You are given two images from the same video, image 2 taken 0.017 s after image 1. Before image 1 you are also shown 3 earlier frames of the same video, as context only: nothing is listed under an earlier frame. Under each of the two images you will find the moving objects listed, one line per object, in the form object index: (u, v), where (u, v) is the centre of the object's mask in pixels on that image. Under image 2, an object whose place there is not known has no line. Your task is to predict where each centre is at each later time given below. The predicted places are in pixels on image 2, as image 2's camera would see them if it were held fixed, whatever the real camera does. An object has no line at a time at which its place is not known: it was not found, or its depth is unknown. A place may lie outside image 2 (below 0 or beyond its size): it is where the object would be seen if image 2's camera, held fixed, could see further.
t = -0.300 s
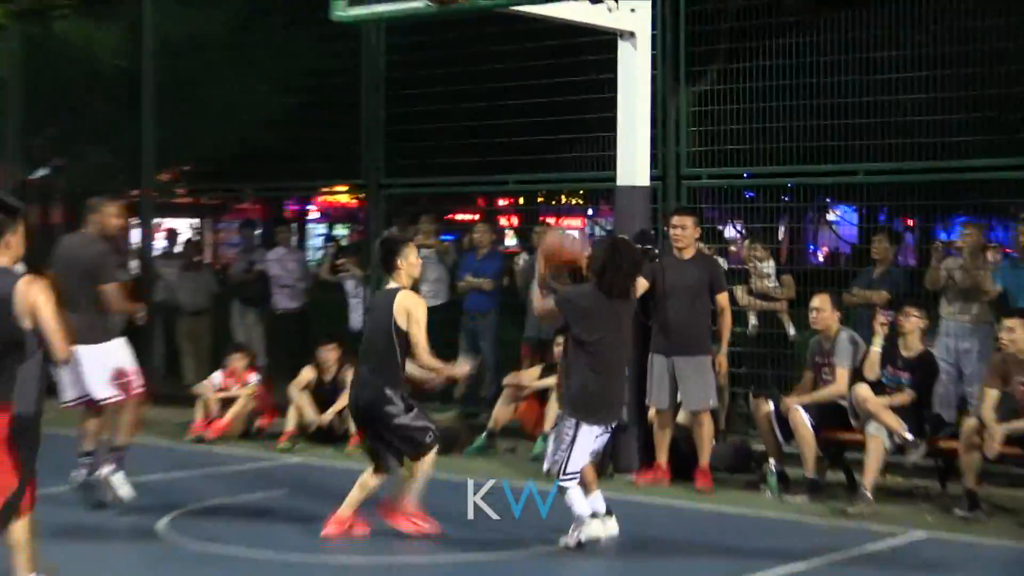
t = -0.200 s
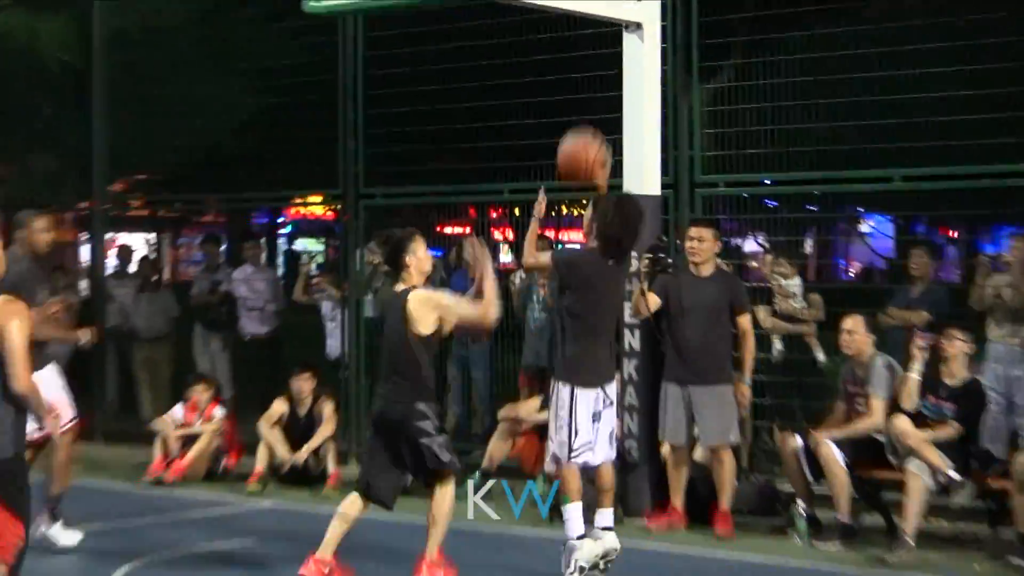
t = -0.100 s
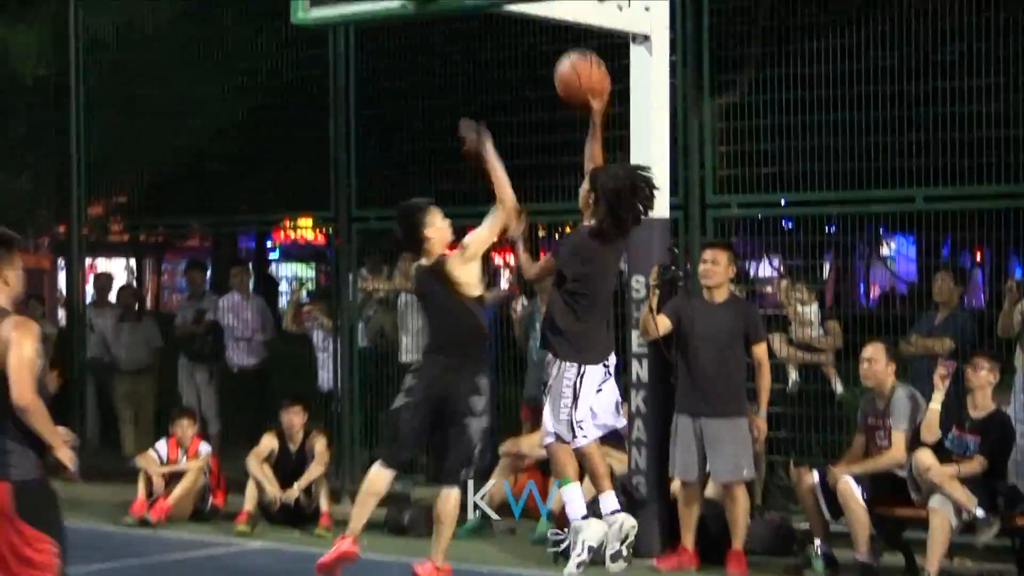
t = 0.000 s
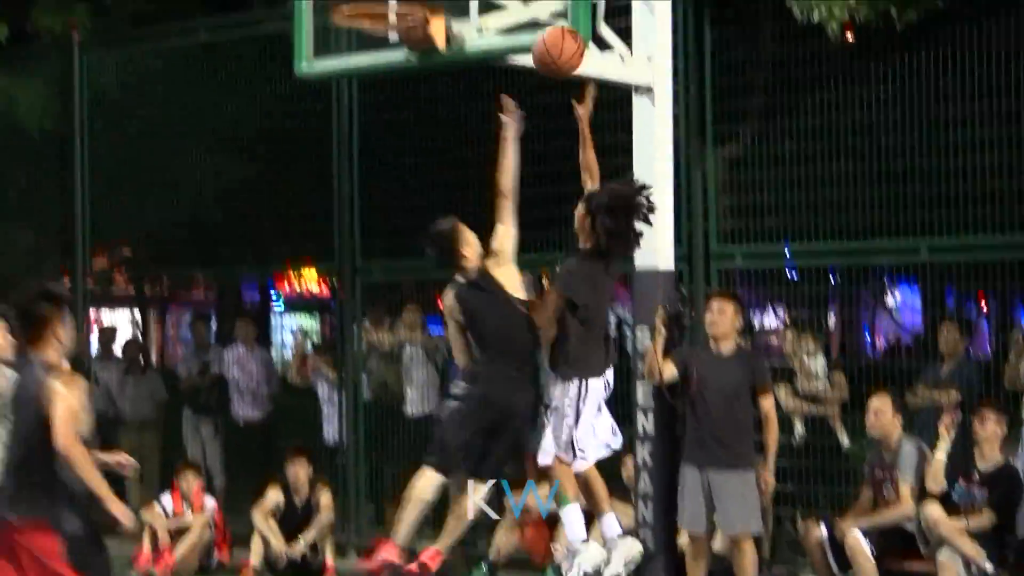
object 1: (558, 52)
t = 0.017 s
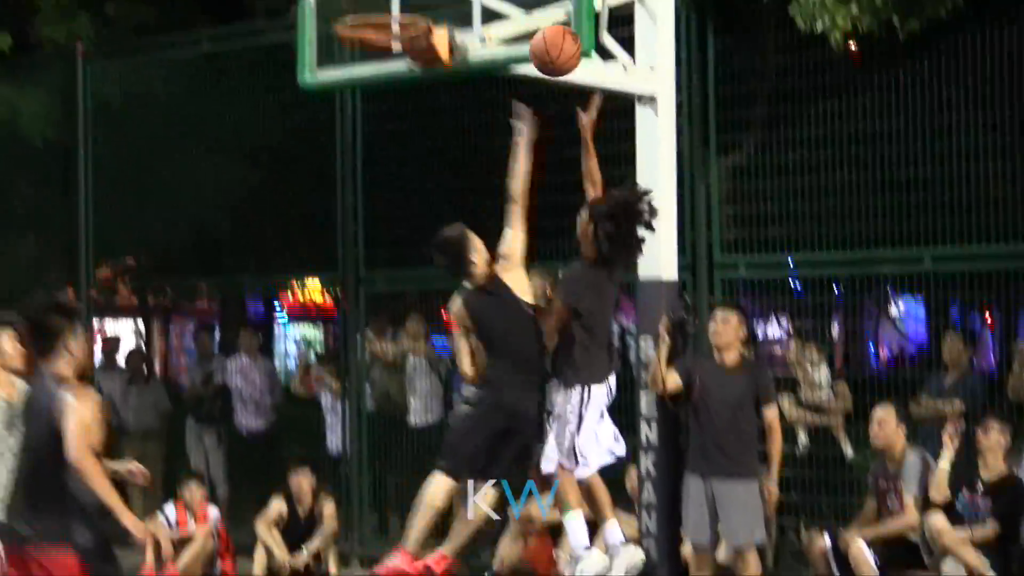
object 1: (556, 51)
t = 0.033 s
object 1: (552, 40)
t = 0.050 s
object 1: (546, 30)
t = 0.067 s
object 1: (541, 21)
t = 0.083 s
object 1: (535, 13)
